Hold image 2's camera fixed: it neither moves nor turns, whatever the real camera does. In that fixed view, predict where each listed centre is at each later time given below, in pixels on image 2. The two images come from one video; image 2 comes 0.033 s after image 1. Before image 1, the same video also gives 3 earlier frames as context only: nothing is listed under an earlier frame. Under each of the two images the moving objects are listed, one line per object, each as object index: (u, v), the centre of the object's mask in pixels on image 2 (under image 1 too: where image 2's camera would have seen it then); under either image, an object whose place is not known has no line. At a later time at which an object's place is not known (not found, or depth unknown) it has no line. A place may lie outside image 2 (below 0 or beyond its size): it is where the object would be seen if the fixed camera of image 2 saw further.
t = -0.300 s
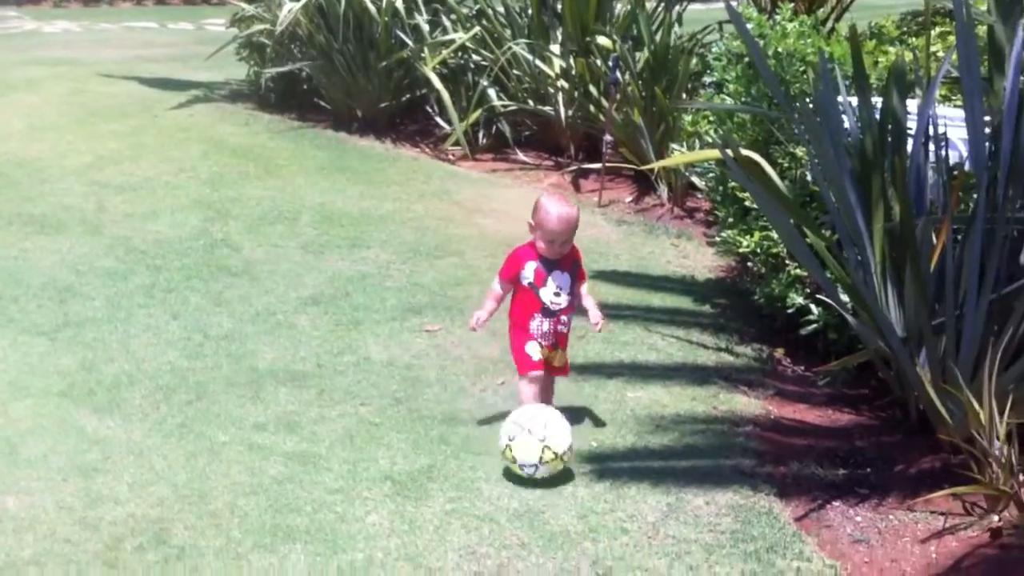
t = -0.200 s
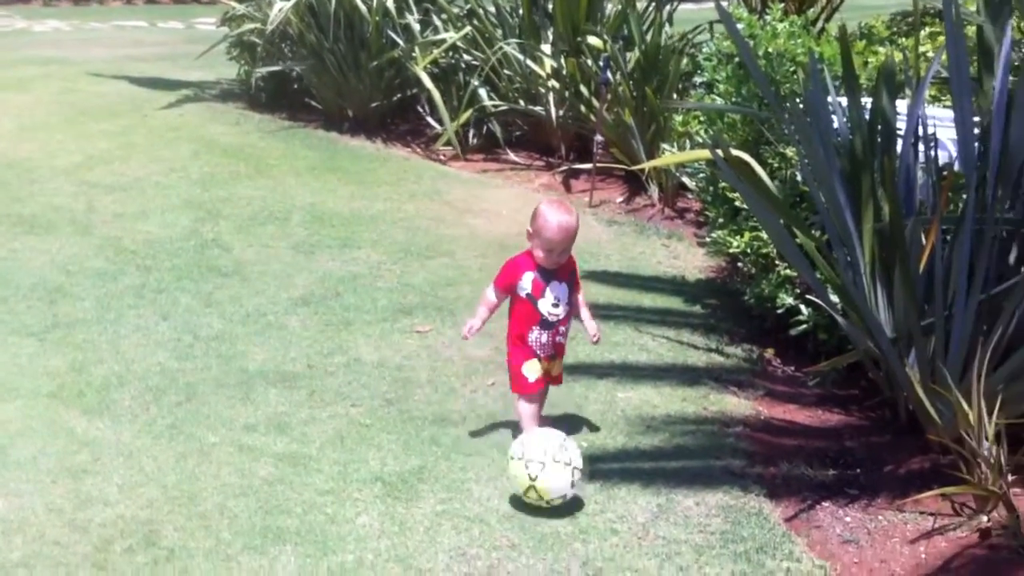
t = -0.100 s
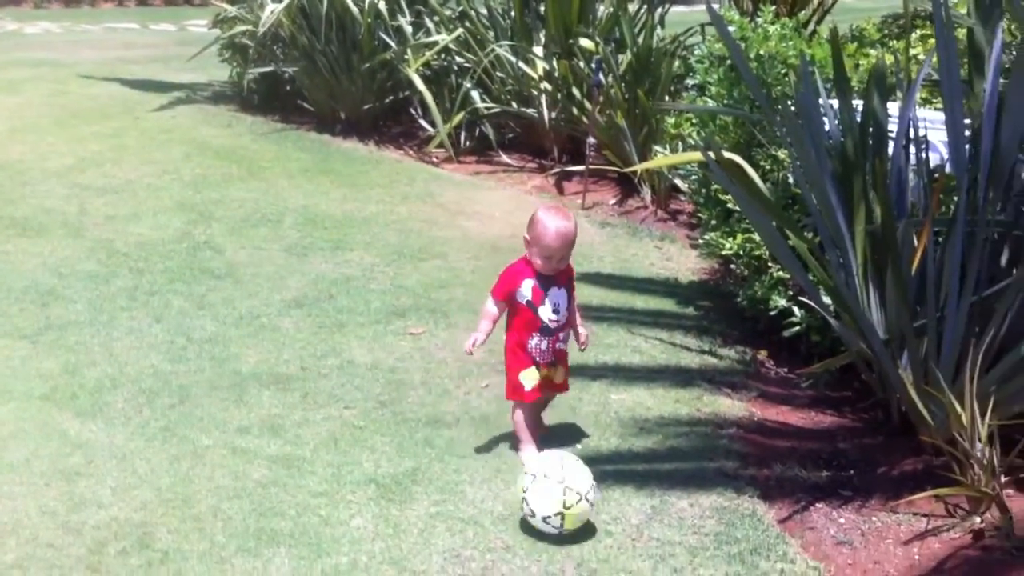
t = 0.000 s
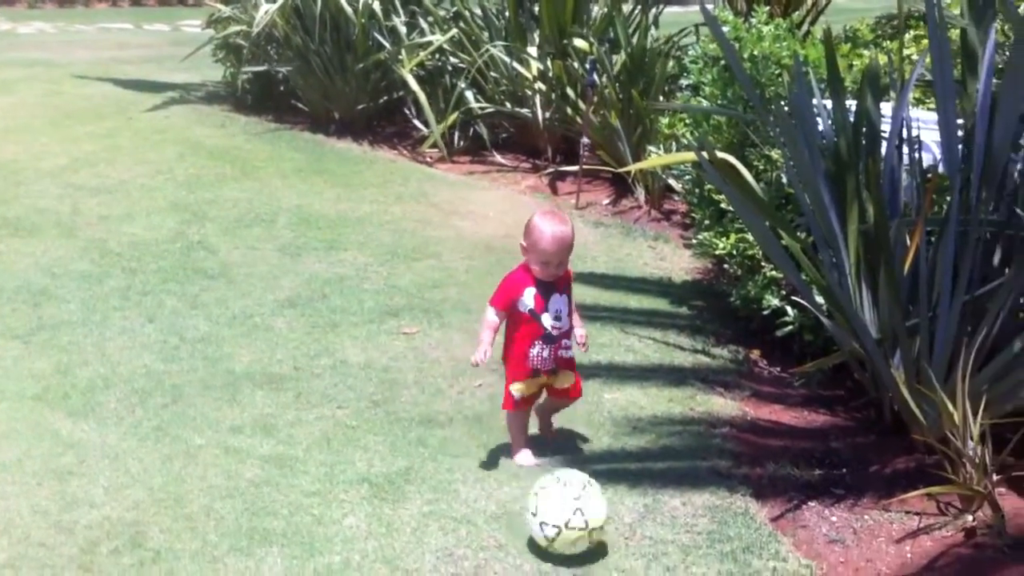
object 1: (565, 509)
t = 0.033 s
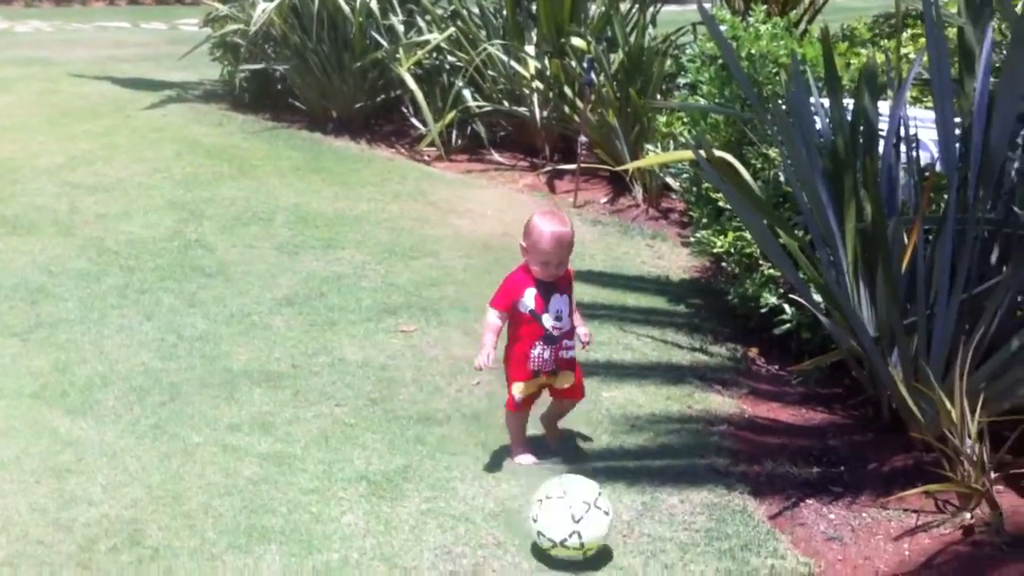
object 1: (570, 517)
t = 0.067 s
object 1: (576, 524)
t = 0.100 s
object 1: (581, 531)
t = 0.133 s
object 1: (589, 538)
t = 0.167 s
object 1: (594, 545)
